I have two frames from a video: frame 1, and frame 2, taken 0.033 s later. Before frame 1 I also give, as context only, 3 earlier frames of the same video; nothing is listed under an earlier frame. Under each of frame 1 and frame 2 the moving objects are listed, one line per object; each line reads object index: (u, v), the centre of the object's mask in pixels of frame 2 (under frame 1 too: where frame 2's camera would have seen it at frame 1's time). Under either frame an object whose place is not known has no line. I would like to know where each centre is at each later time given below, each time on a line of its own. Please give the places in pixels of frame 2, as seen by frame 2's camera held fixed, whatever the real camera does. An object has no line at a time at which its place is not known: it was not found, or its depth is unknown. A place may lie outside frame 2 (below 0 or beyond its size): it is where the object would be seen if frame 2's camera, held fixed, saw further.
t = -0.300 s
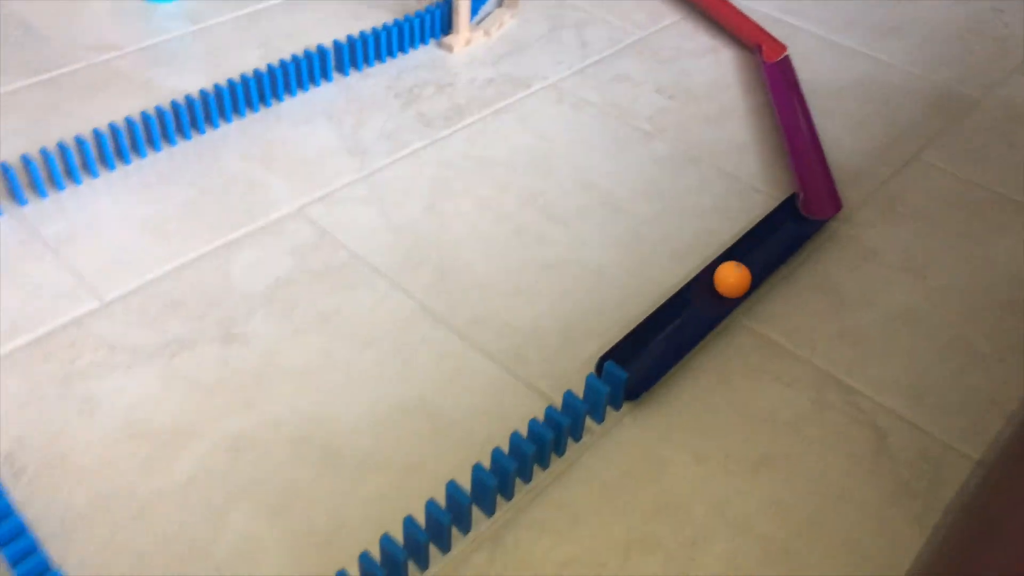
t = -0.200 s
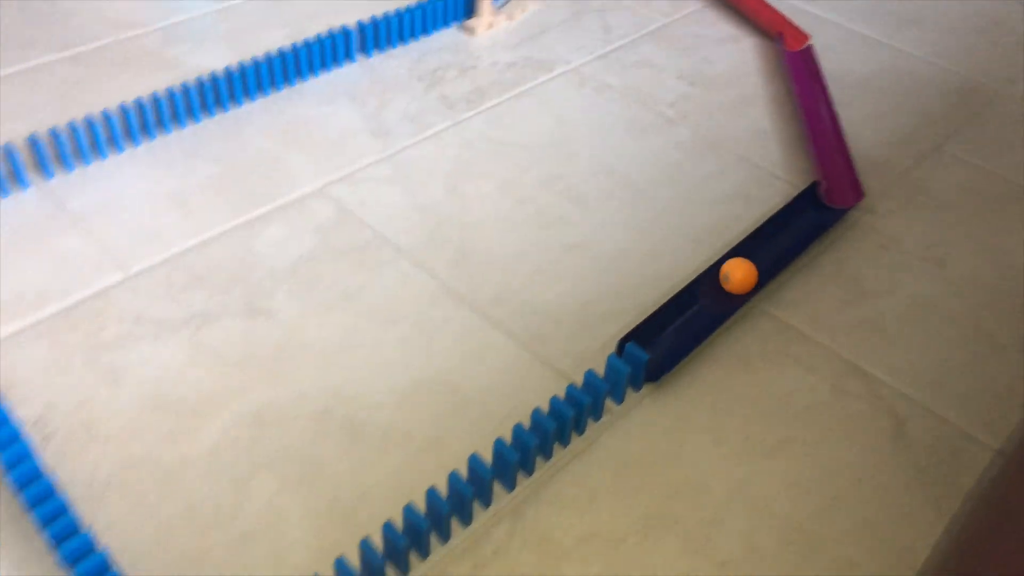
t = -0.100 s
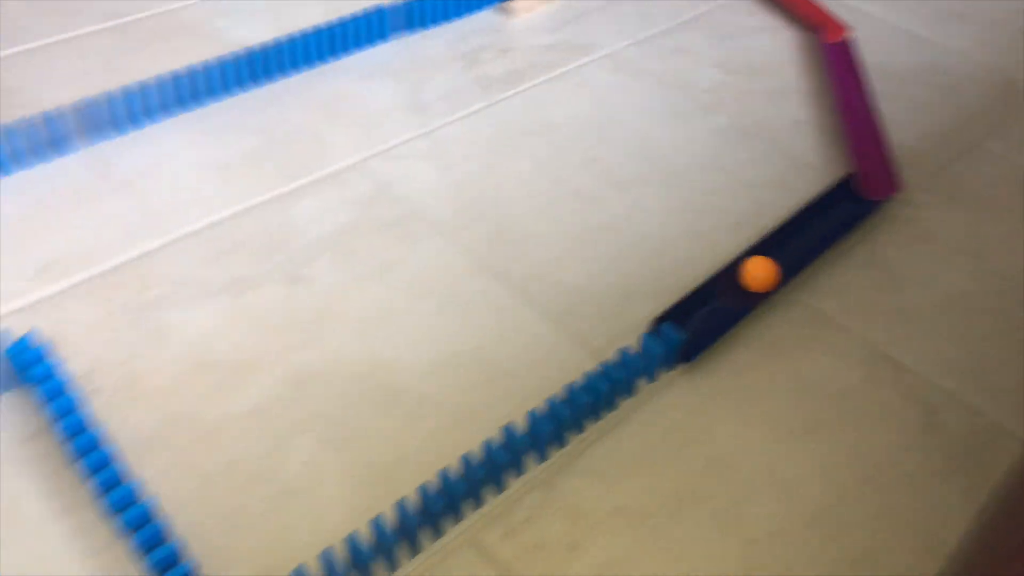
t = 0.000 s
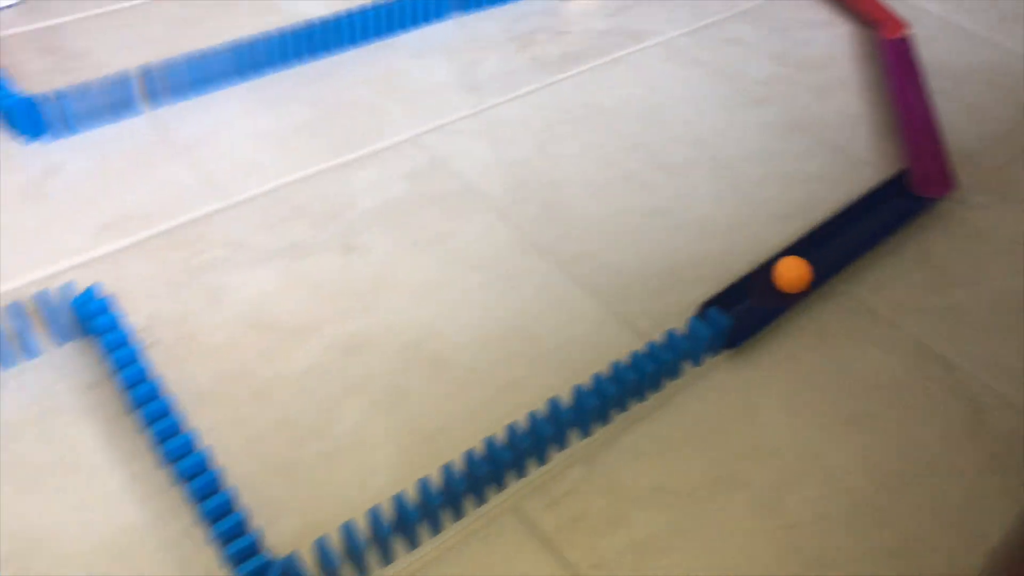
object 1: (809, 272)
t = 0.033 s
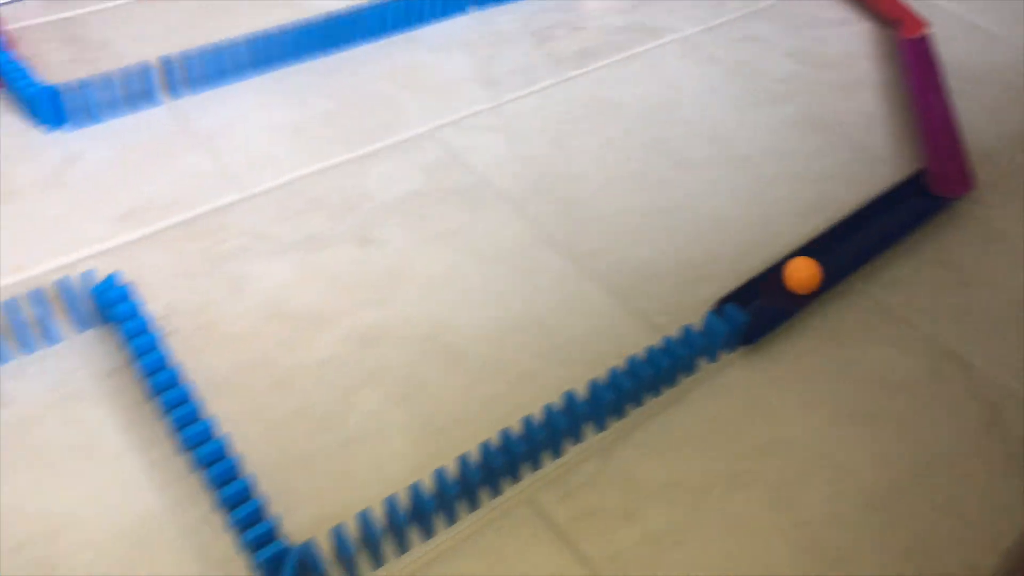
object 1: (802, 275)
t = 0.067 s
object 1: (797, 279)
